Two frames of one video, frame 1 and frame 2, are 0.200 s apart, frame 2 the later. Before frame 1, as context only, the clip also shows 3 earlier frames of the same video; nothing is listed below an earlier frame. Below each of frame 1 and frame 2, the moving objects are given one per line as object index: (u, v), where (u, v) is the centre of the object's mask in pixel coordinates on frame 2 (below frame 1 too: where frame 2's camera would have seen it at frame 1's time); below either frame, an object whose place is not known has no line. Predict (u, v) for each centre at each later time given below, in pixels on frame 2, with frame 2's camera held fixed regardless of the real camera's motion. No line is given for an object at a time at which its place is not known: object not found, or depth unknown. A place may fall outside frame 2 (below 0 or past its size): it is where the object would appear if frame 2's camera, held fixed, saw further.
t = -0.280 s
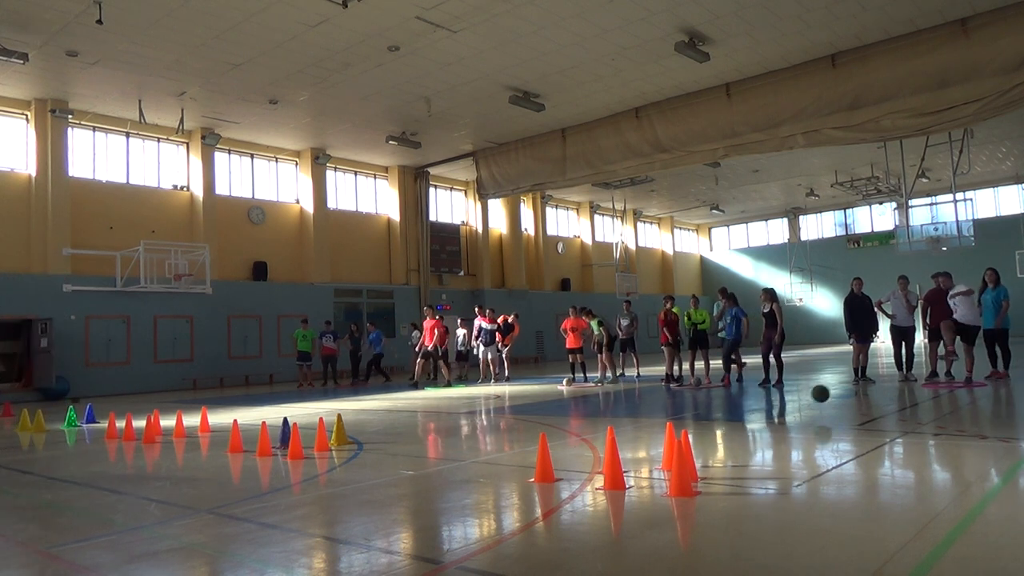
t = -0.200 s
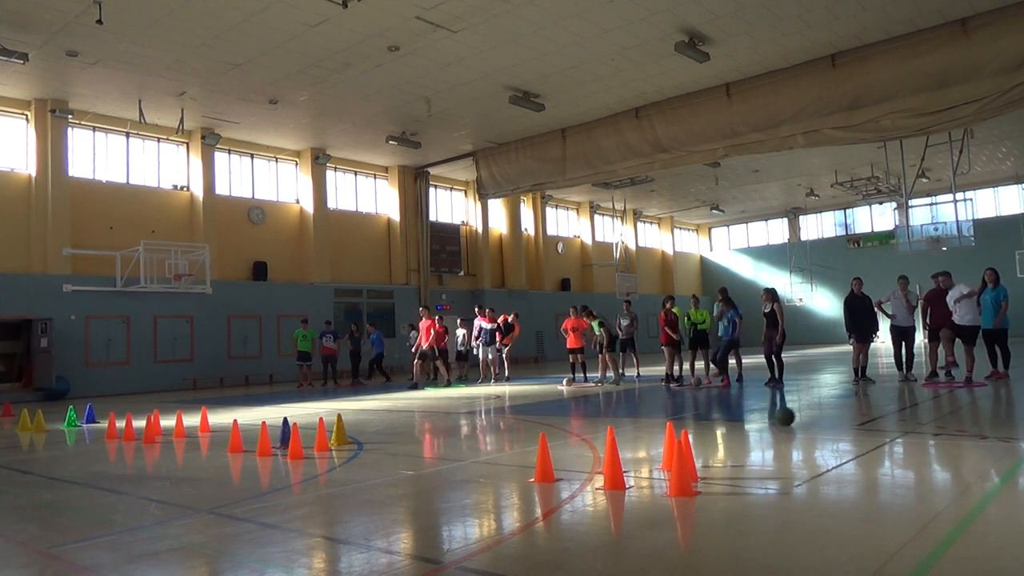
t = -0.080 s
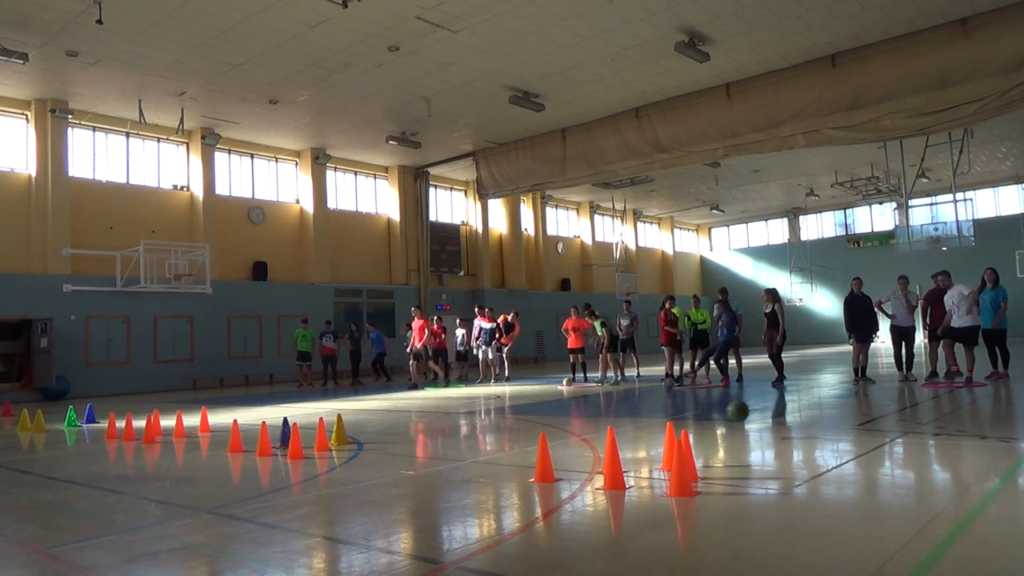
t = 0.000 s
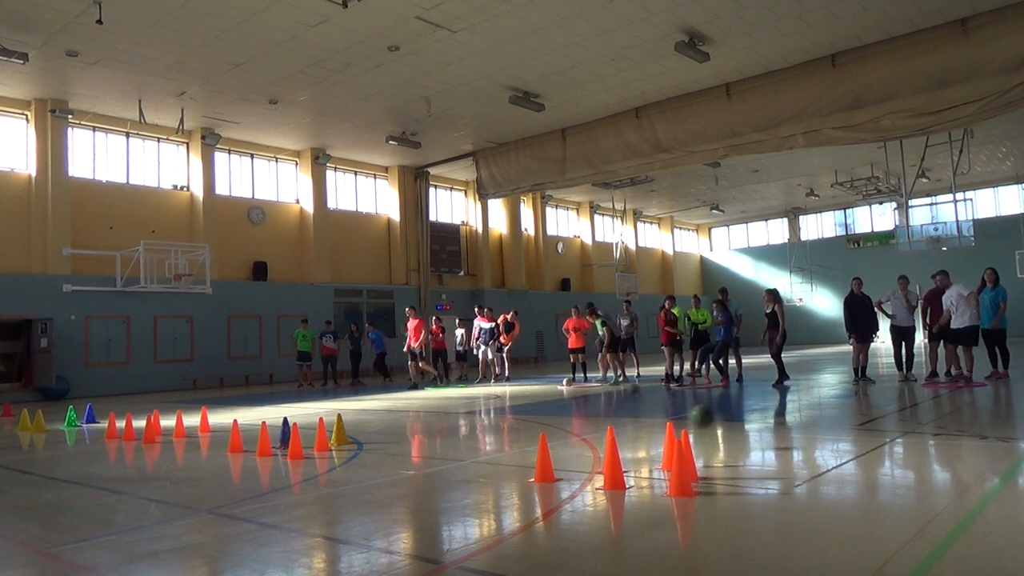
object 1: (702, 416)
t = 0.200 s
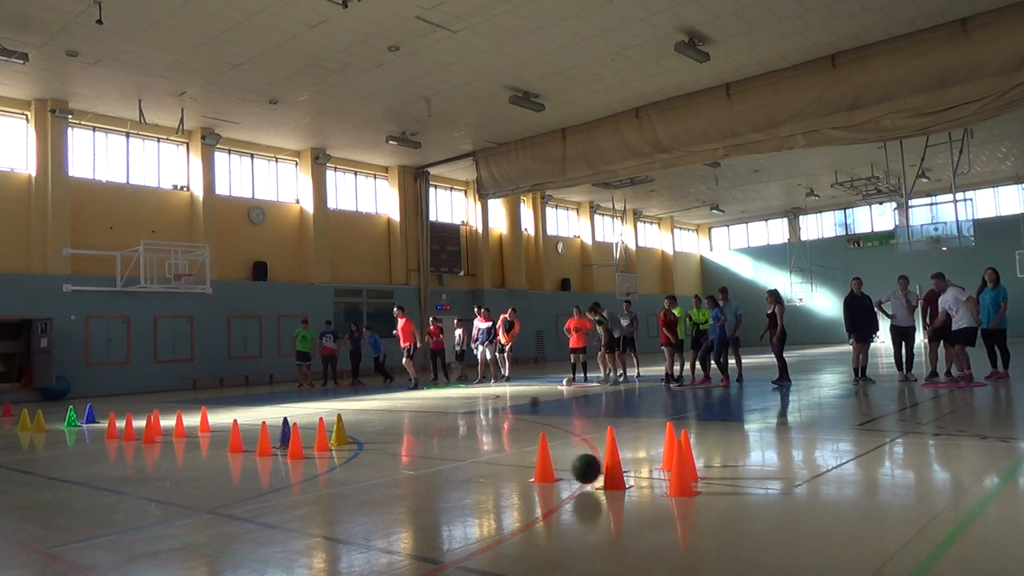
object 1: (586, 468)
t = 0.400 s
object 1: (442, 492)
